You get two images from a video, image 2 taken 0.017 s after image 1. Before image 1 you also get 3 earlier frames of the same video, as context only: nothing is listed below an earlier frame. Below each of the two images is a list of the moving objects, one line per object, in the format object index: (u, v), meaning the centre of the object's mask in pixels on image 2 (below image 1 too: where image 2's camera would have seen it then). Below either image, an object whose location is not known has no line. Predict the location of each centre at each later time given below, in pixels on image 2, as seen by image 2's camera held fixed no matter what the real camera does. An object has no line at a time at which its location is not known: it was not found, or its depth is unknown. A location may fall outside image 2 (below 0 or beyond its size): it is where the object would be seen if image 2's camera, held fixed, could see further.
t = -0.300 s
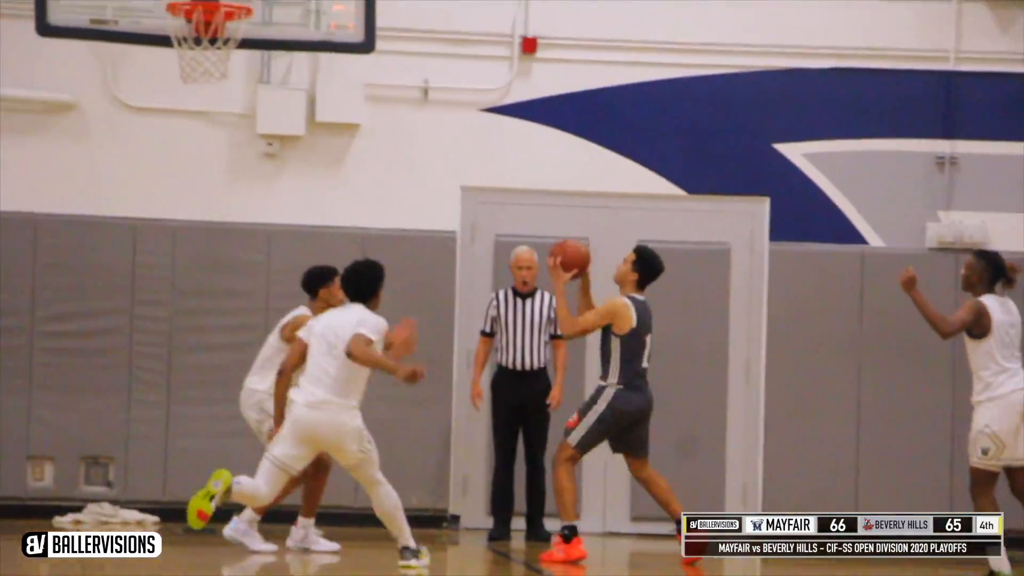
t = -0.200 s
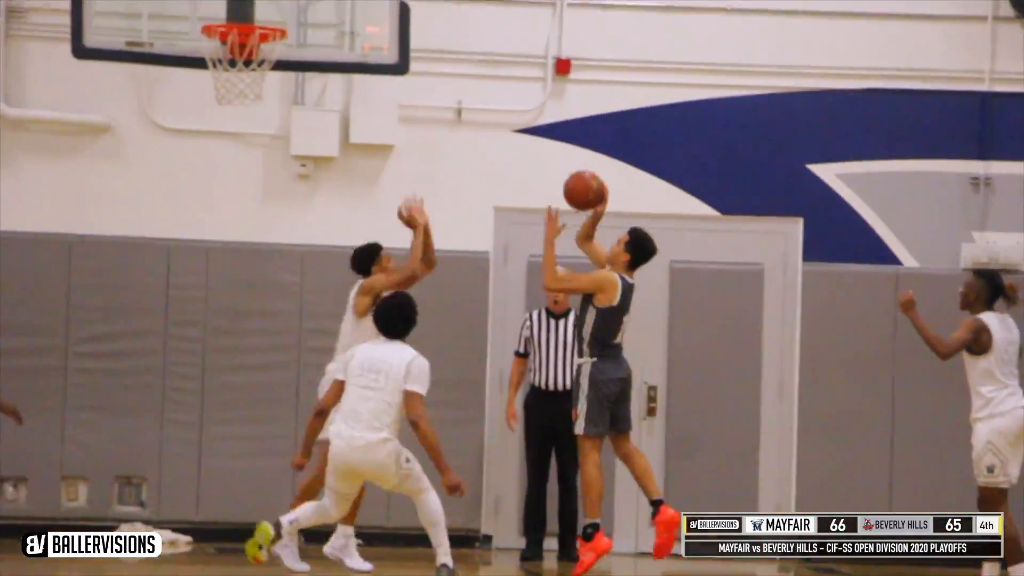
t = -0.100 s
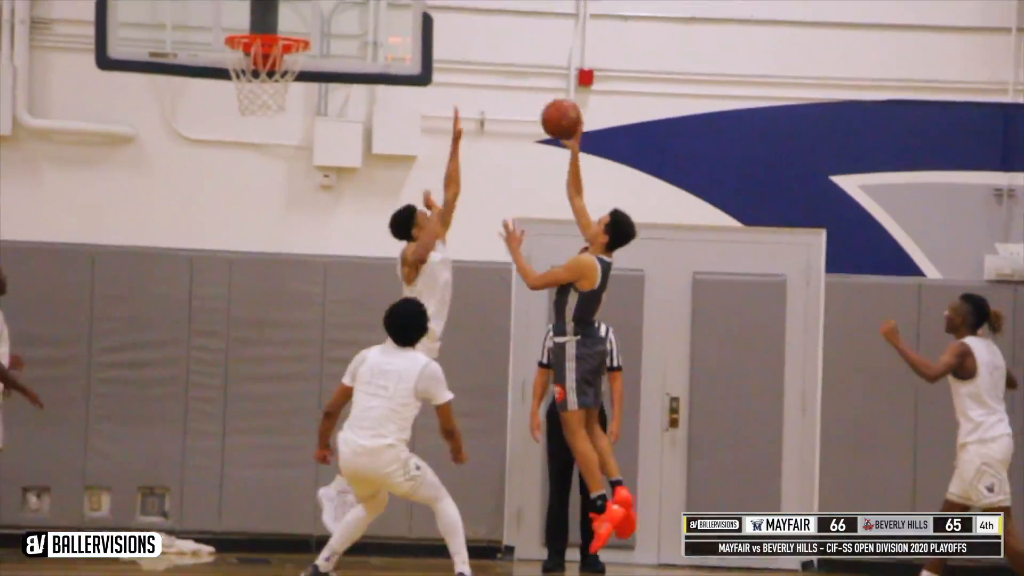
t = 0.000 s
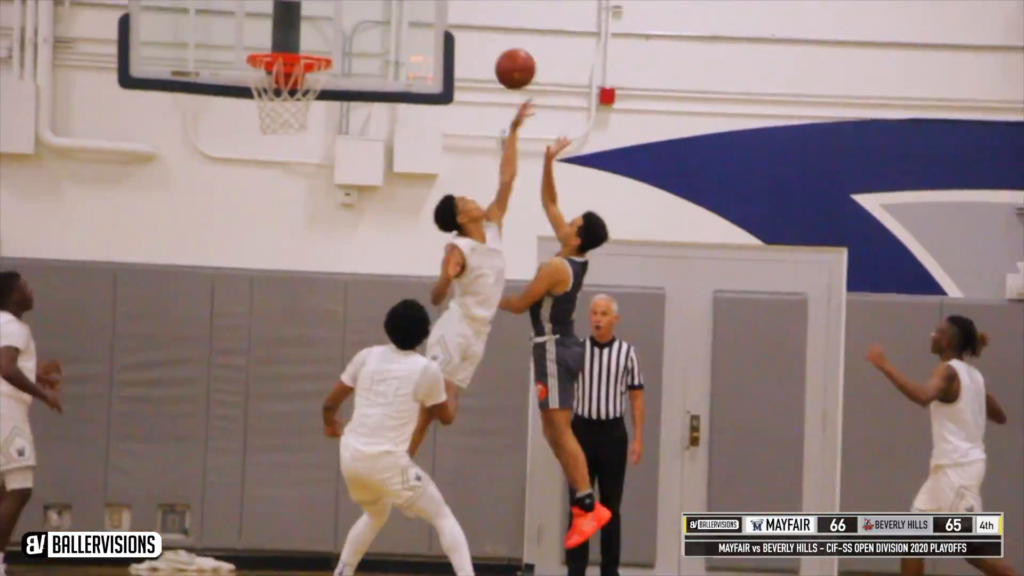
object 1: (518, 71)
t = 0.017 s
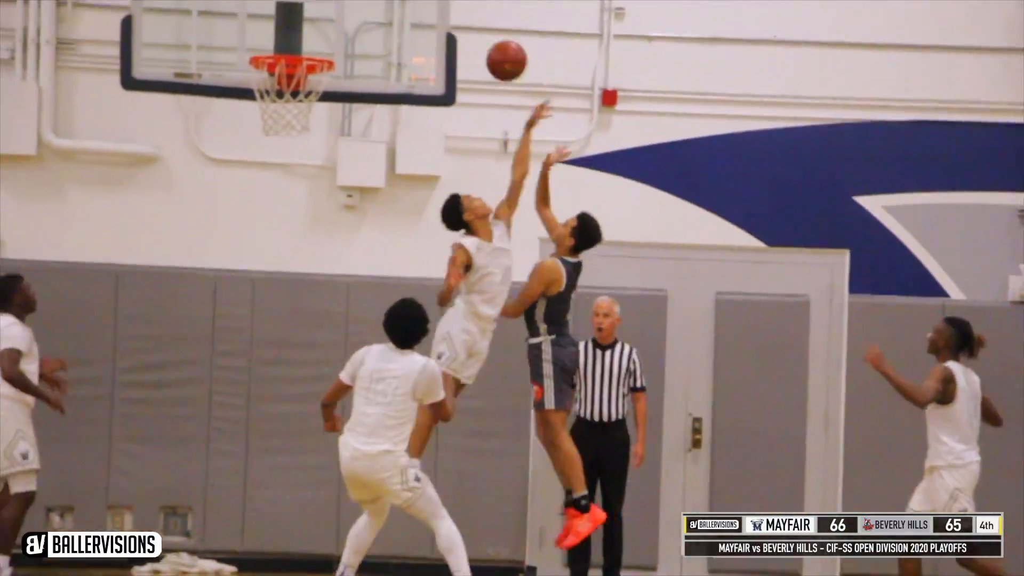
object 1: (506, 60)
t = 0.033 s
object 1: (495, 50)
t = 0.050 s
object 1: (482, 40)
